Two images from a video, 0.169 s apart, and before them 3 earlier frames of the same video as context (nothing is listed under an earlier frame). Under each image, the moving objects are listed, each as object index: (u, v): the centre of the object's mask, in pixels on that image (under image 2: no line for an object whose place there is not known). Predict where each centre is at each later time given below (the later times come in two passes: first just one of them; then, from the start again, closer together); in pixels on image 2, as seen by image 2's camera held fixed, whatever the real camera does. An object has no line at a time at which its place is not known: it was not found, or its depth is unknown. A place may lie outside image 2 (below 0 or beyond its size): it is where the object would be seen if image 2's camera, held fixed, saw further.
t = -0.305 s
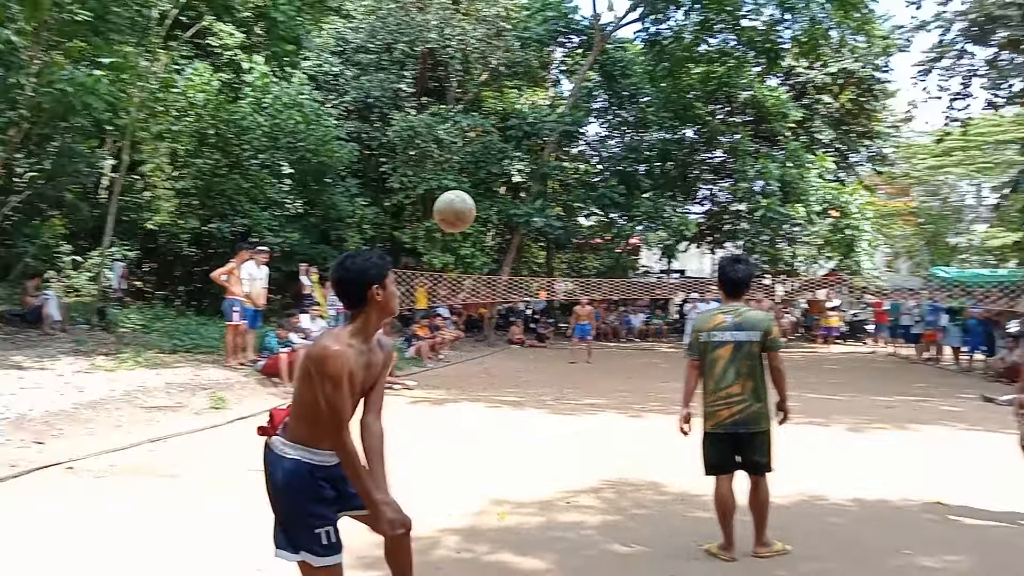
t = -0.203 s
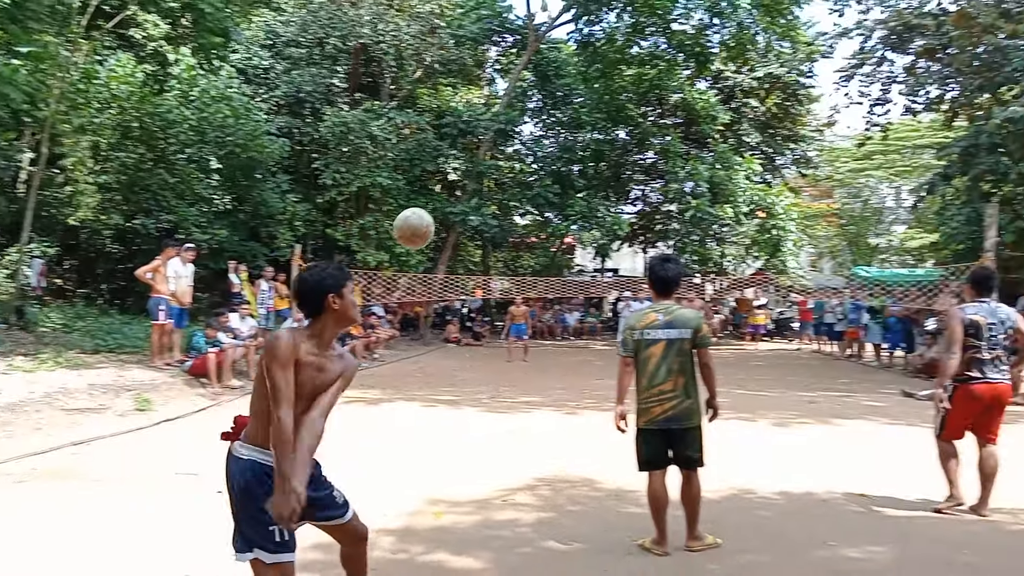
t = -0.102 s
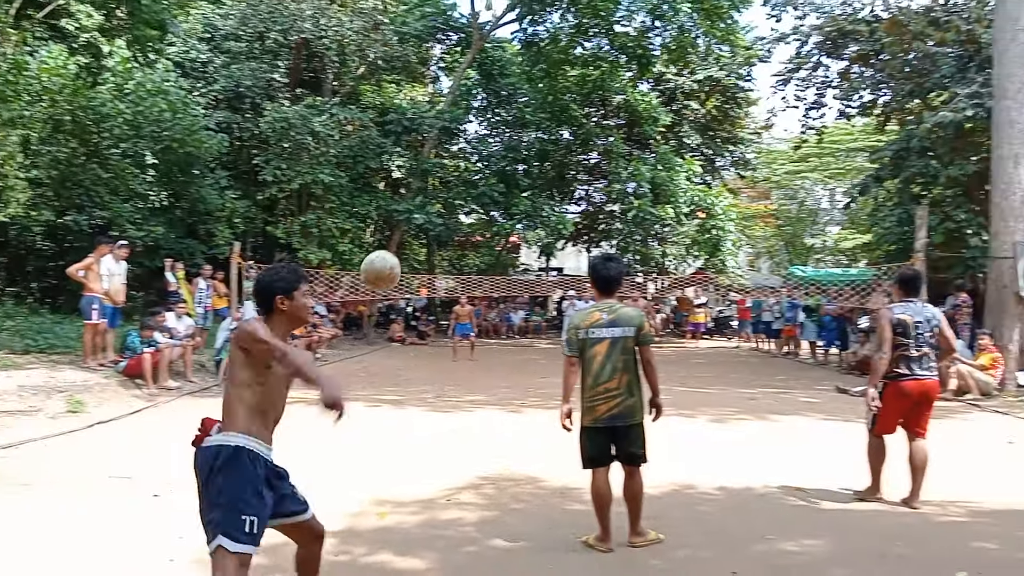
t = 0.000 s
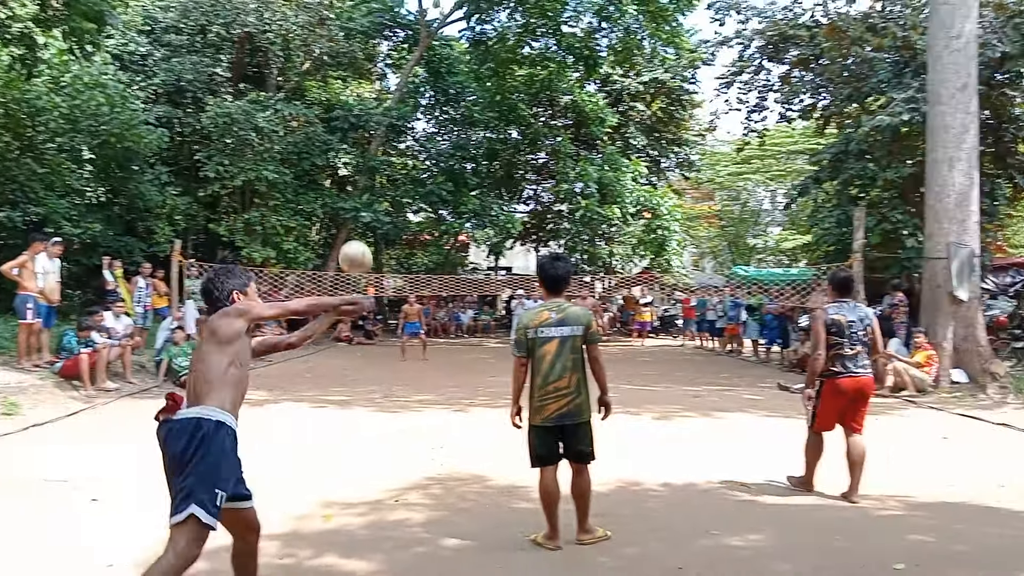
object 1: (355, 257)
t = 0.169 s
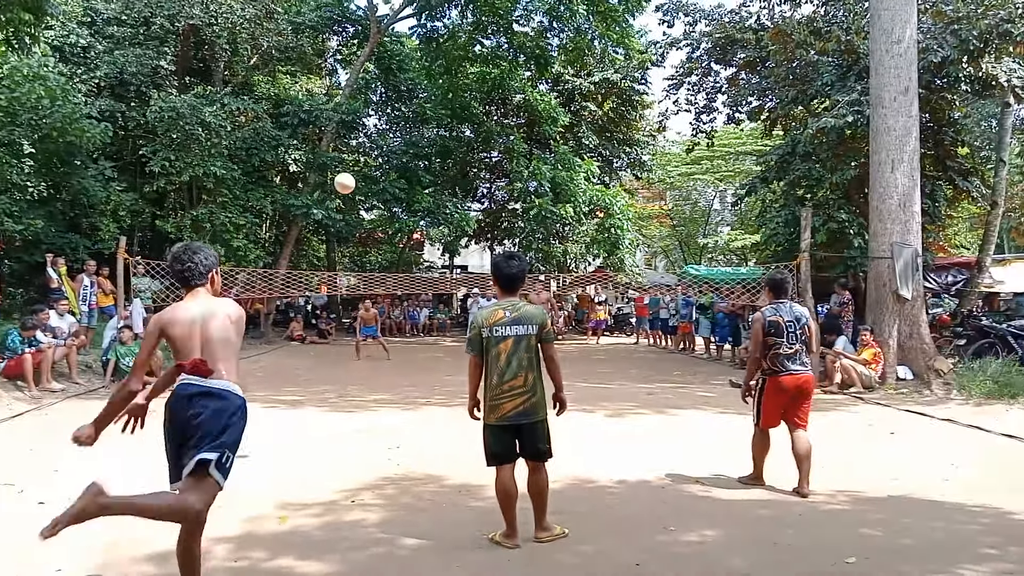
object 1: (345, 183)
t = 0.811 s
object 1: (415, 261)
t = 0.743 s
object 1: (409, 247)
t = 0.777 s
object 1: (412, 254)
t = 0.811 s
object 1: (415, 261)
